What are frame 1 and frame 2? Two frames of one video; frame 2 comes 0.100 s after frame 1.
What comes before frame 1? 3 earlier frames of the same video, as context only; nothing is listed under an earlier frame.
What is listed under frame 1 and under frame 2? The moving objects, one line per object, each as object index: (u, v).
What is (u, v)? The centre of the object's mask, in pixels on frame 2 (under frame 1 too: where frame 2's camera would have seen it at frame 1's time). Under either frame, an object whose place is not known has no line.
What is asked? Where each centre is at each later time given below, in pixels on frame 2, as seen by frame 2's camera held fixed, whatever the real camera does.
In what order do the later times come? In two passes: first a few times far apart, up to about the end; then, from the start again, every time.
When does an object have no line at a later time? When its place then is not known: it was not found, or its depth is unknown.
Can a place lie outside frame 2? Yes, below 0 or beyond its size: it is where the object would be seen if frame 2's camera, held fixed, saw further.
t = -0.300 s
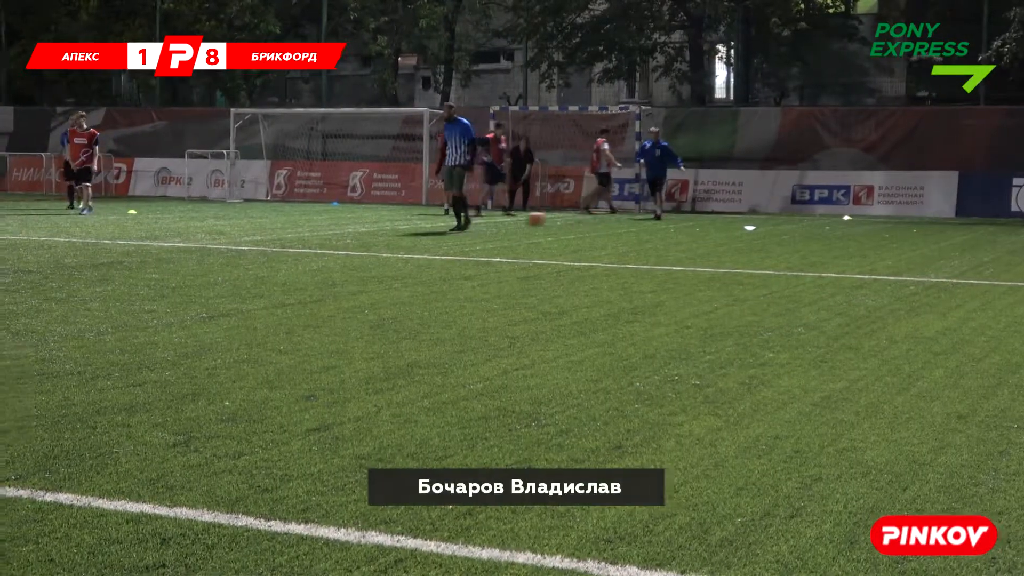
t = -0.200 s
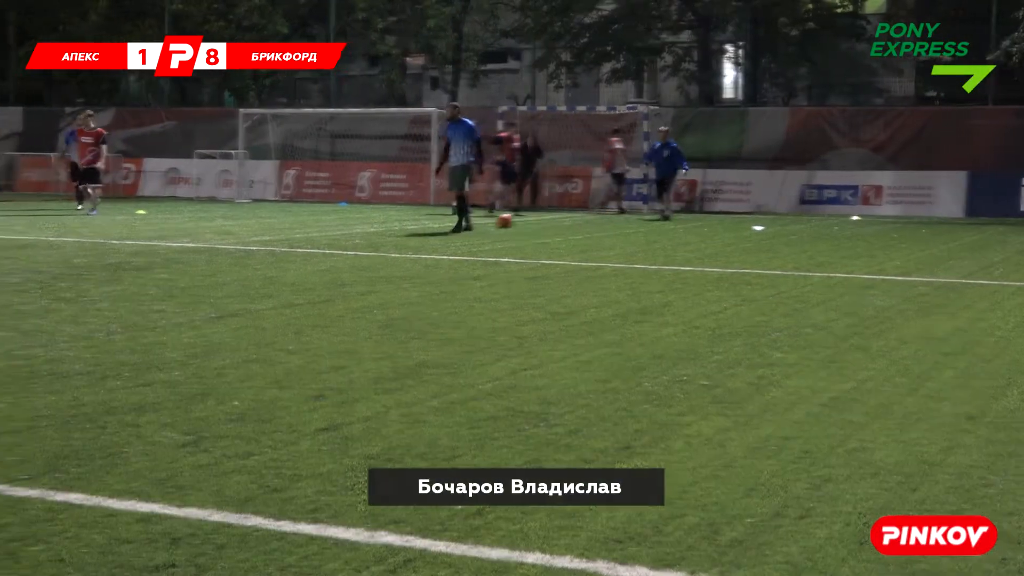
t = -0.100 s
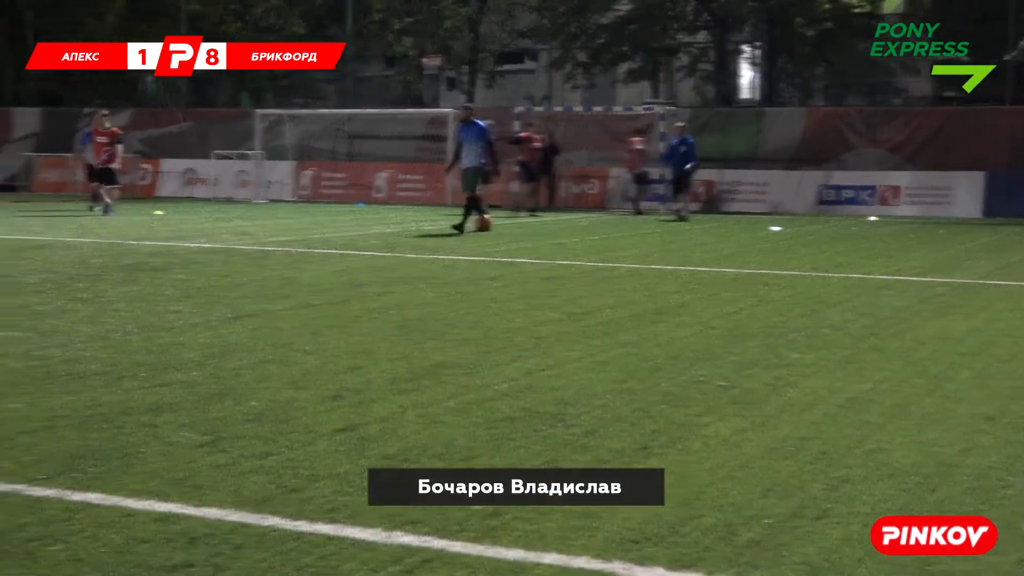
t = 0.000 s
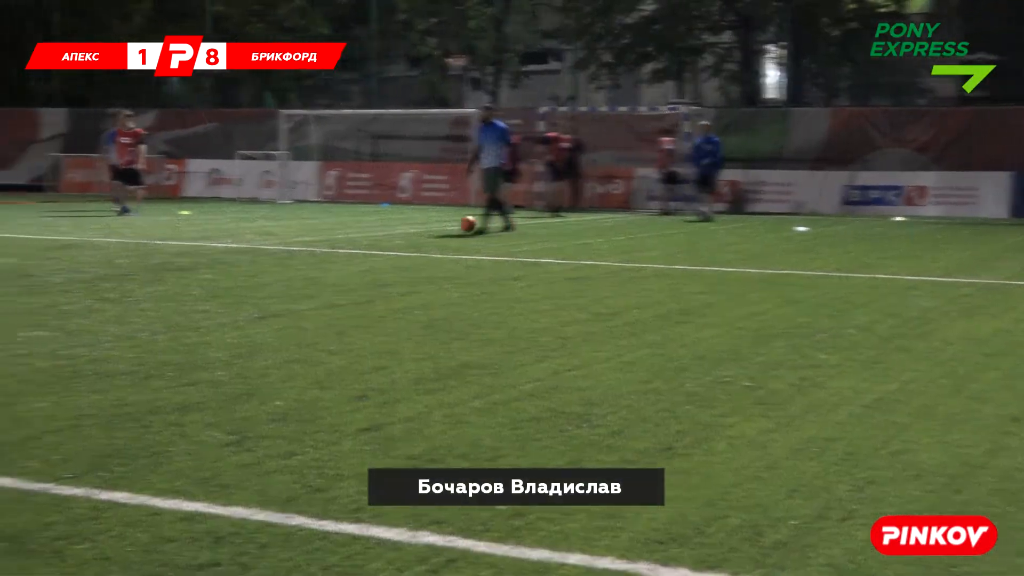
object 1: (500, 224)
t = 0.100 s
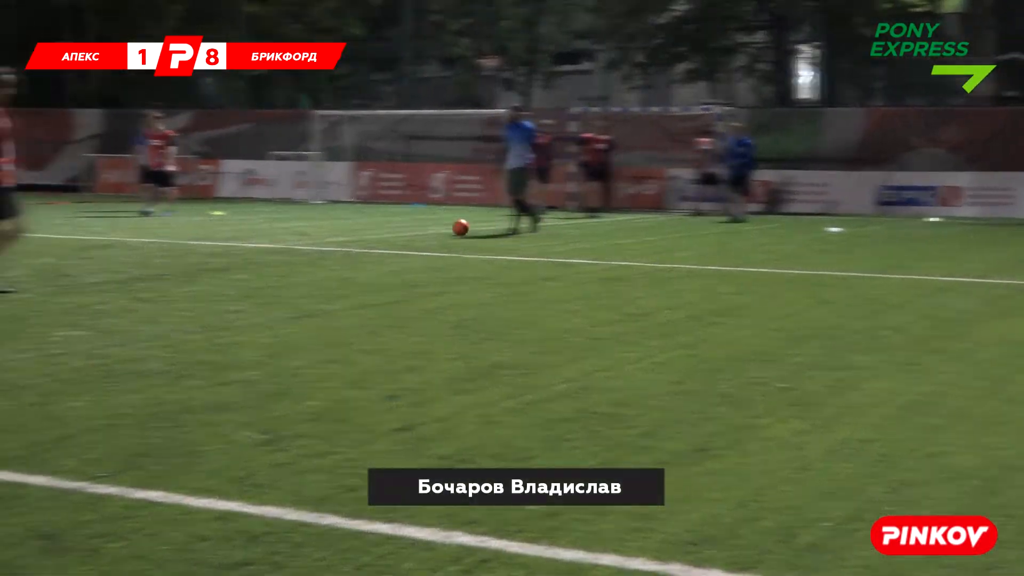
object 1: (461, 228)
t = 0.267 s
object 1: (397, 230)
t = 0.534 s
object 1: (293, 234)
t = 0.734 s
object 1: (211, 236)
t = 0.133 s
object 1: (448, 227)
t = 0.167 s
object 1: (435, 227)
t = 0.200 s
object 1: (423, 228)
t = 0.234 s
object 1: (410, 230)
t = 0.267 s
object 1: (397, 230)
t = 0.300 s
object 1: (386, 229)
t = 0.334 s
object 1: (373, 229)
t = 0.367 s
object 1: (359, 229)
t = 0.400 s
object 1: (347, 231)
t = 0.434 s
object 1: (334, 232)
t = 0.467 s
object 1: (319, 234)
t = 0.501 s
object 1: (306, 234)
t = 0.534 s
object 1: (293, 234)
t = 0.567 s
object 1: (279, 236)
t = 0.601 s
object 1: (265, 236)
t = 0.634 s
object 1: (251, 234)
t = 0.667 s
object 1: (238, 234)
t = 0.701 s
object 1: (224, 234)
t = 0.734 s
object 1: (211, 236)
